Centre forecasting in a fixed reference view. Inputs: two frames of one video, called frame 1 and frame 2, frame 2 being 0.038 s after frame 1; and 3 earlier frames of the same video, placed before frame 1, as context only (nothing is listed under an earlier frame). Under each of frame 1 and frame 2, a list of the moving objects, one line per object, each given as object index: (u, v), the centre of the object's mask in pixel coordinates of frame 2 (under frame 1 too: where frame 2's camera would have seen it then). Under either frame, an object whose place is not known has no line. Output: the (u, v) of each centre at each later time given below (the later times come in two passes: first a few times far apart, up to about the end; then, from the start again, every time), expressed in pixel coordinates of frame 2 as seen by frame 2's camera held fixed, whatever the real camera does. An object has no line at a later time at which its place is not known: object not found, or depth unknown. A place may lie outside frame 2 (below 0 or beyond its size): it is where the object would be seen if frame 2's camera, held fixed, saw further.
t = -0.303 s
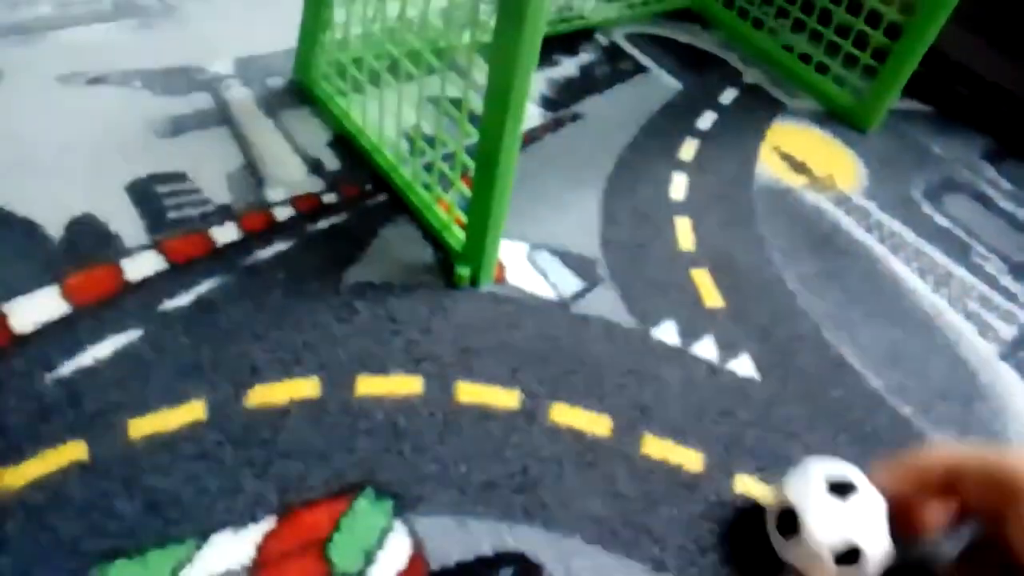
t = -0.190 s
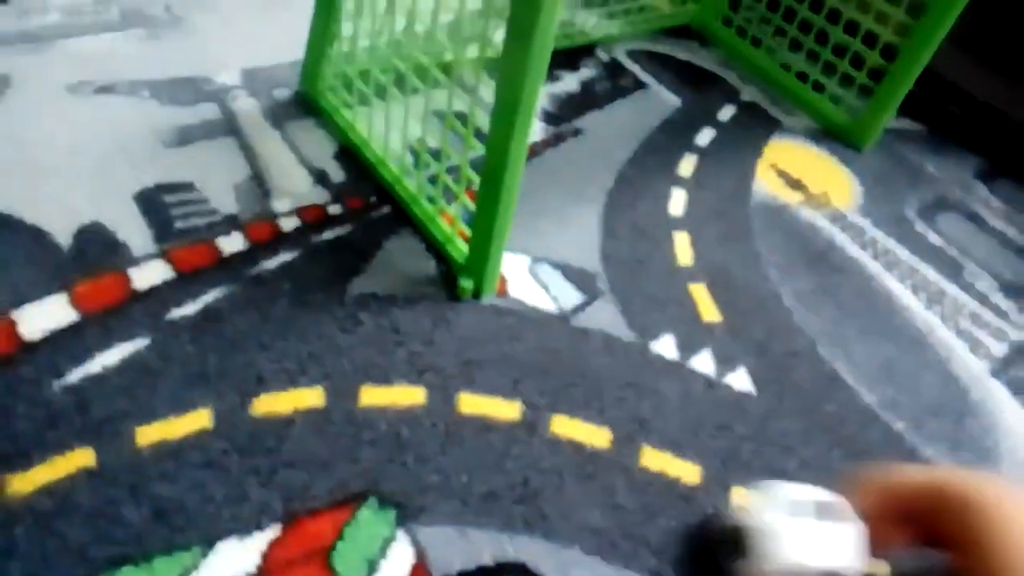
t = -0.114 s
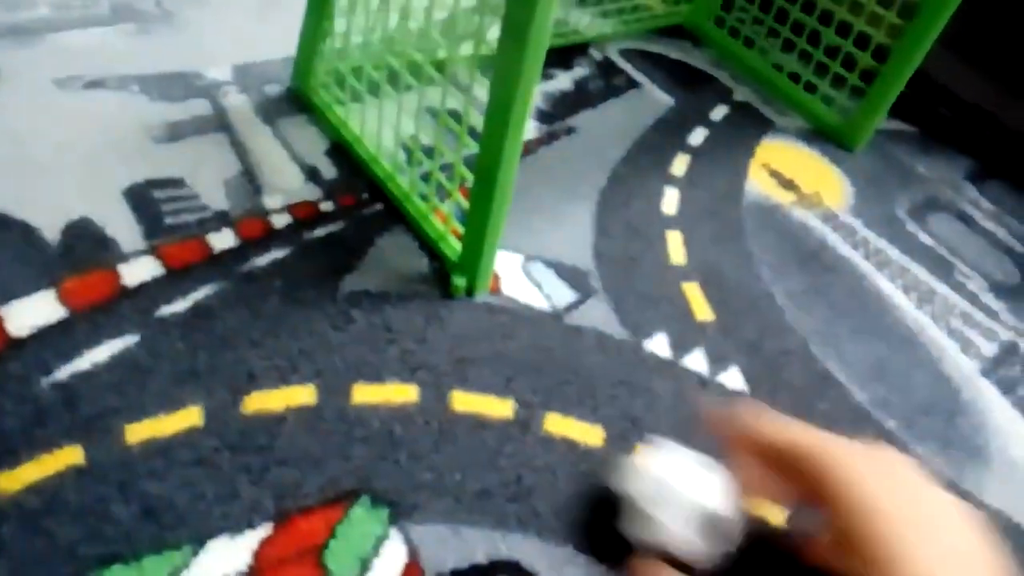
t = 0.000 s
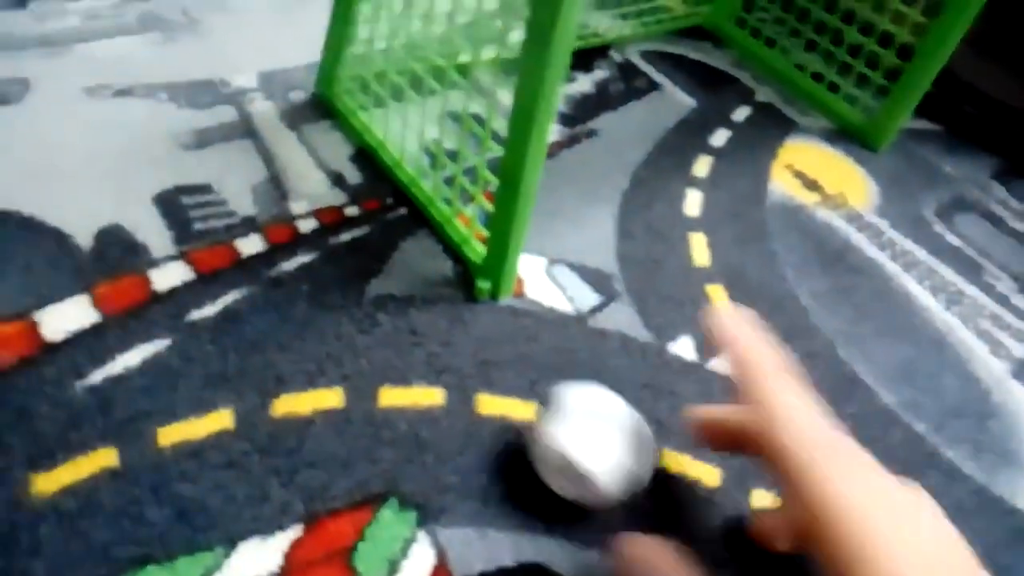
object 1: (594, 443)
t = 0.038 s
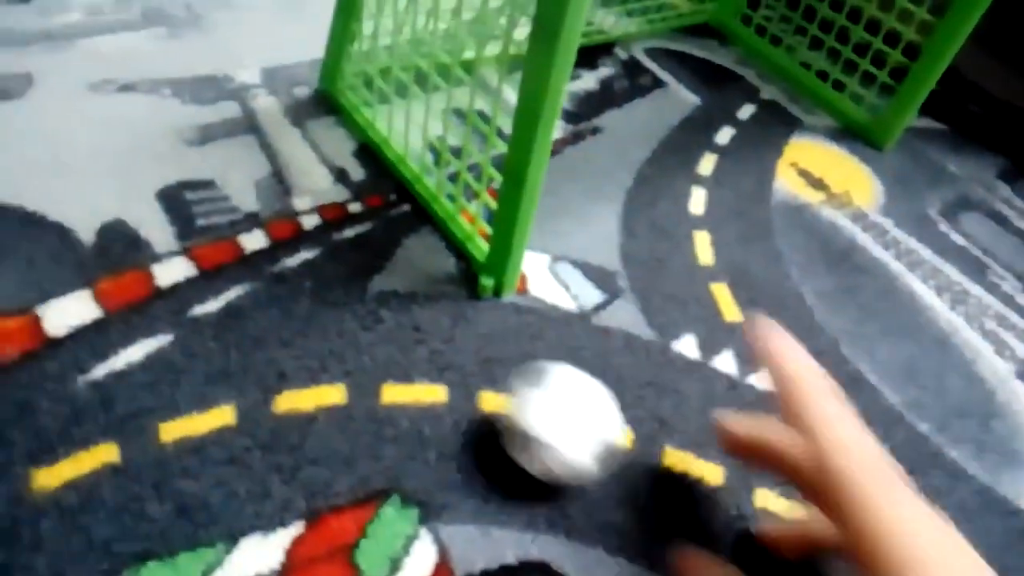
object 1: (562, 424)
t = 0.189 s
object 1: (448, 366)
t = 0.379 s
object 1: (343, 315)
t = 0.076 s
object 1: (533, 407)
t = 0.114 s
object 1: (505, 393)
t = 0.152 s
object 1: (476, 379)
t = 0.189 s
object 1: (448, 366)
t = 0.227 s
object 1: (424, 354)
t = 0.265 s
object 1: (403, 344)
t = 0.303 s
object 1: (380, 334)
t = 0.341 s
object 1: (360, 325)
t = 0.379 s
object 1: (343, 315)
